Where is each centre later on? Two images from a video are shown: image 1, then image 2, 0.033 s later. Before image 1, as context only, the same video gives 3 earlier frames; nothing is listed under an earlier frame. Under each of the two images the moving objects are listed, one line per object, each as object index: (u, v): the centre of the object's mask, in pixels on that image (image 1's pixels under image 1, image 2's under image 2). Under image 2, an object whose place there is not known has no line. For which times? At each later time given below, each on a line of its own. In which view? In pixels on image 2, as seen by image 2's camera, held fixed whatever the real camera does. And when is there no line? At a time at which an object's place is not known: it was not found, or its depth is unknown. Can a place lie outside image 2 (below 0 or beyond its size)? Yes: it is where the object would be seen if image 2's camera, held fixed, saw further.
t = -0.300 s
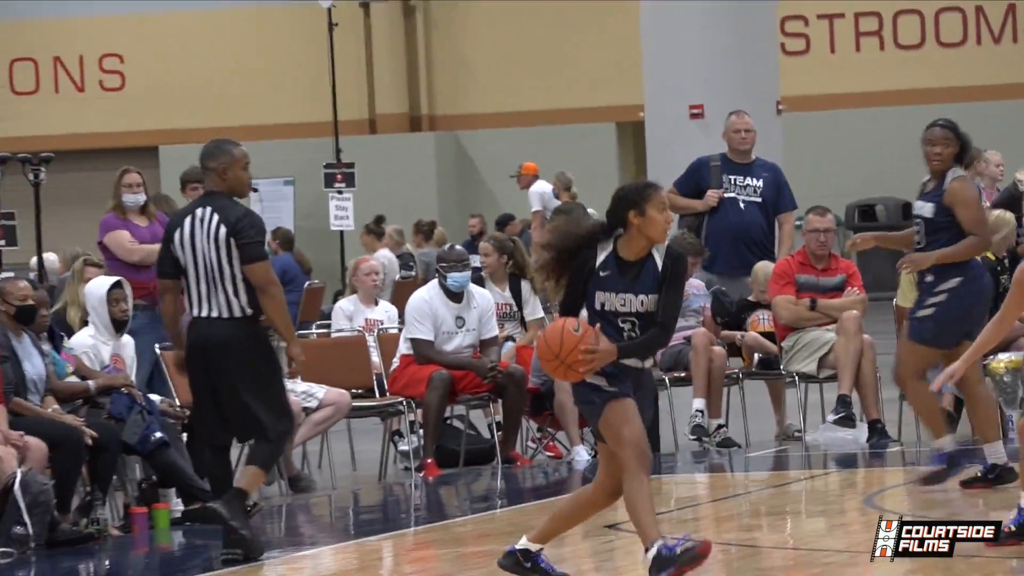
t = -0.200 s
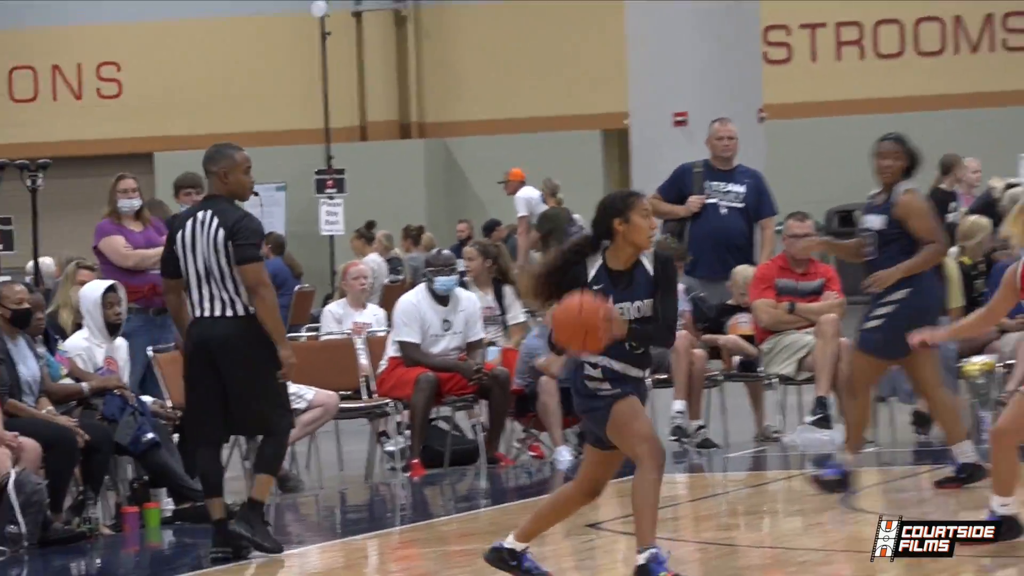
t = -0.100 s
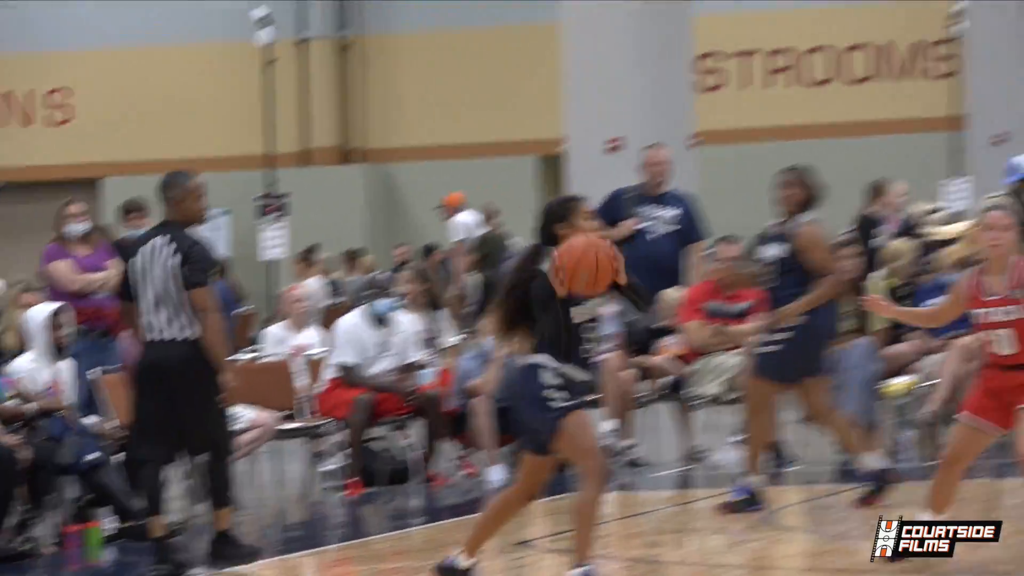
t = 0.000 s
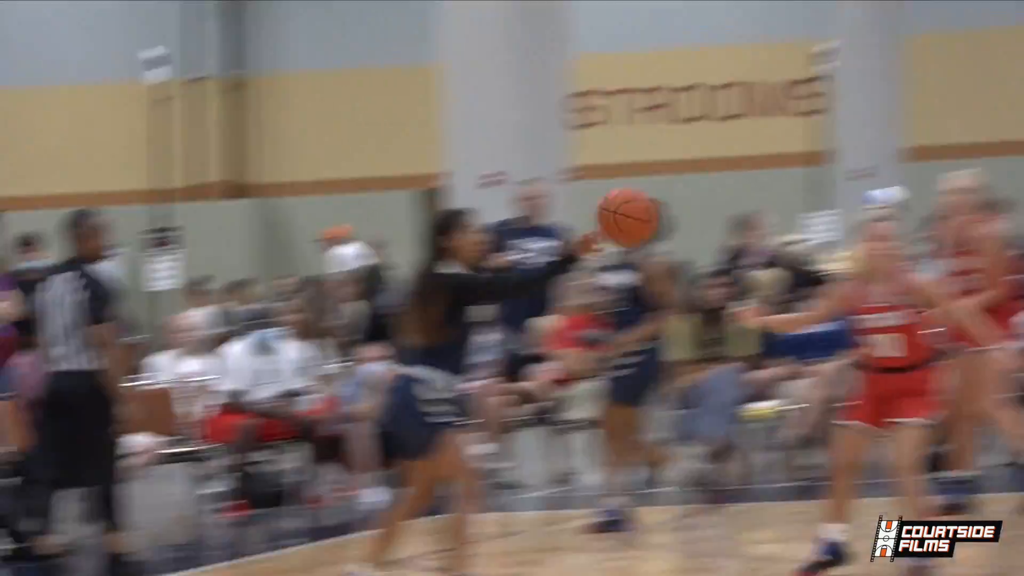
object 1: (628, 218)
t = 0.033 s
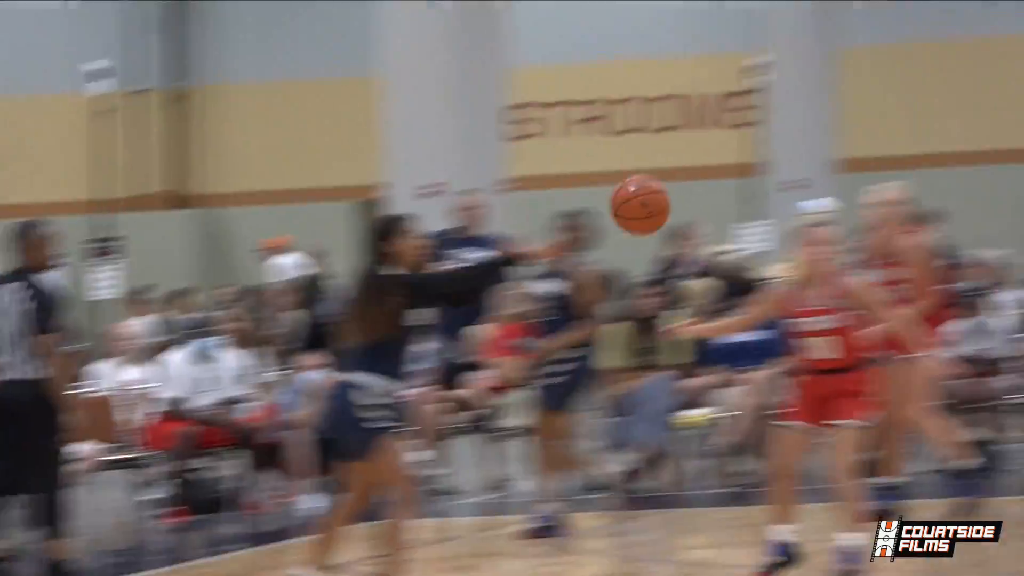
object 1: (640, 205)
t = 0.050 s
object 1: (680, 195)
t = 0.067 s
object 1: (720, 185)
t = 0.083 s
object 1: (761, 176)
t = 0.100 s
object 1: (801, 166)
